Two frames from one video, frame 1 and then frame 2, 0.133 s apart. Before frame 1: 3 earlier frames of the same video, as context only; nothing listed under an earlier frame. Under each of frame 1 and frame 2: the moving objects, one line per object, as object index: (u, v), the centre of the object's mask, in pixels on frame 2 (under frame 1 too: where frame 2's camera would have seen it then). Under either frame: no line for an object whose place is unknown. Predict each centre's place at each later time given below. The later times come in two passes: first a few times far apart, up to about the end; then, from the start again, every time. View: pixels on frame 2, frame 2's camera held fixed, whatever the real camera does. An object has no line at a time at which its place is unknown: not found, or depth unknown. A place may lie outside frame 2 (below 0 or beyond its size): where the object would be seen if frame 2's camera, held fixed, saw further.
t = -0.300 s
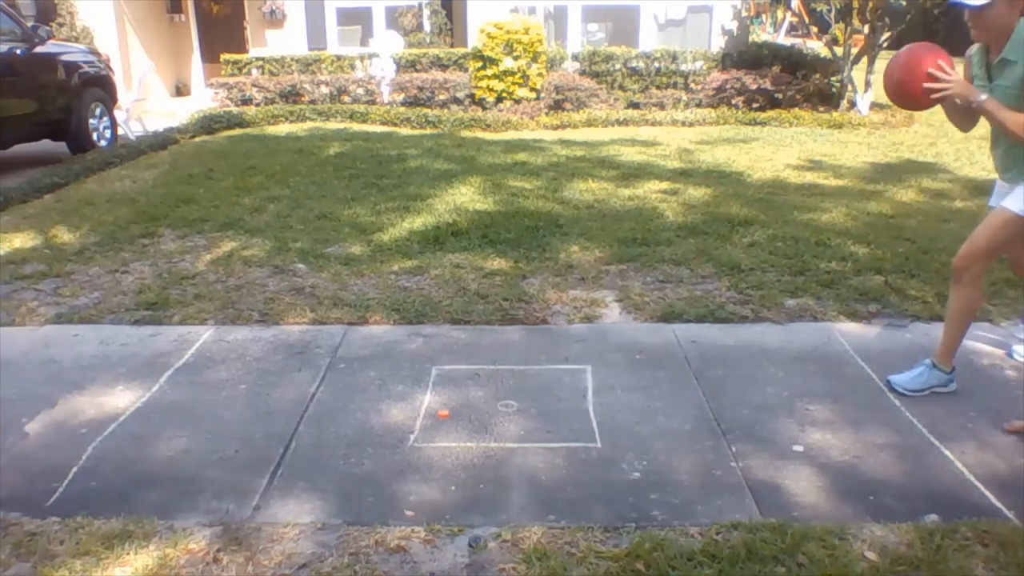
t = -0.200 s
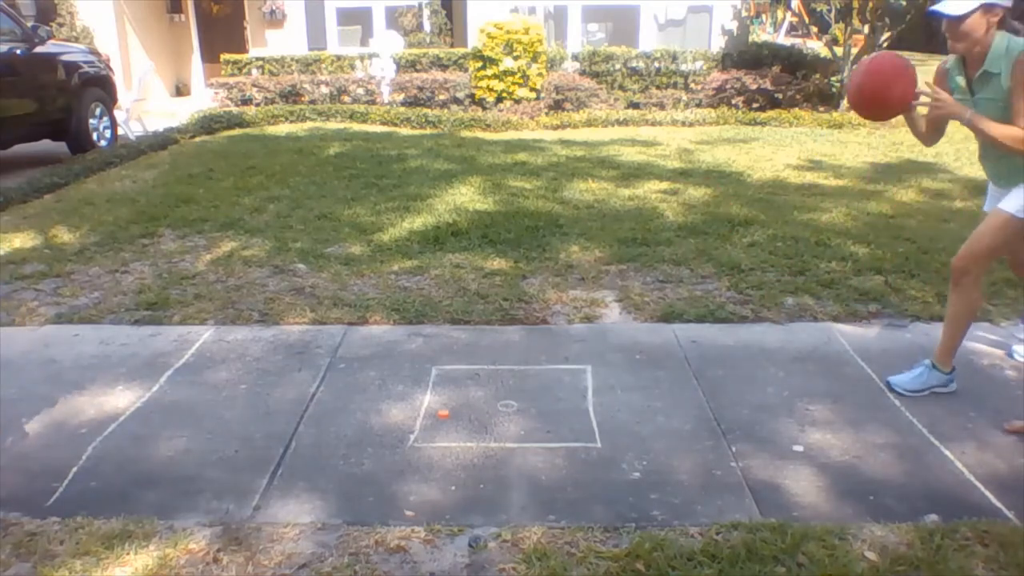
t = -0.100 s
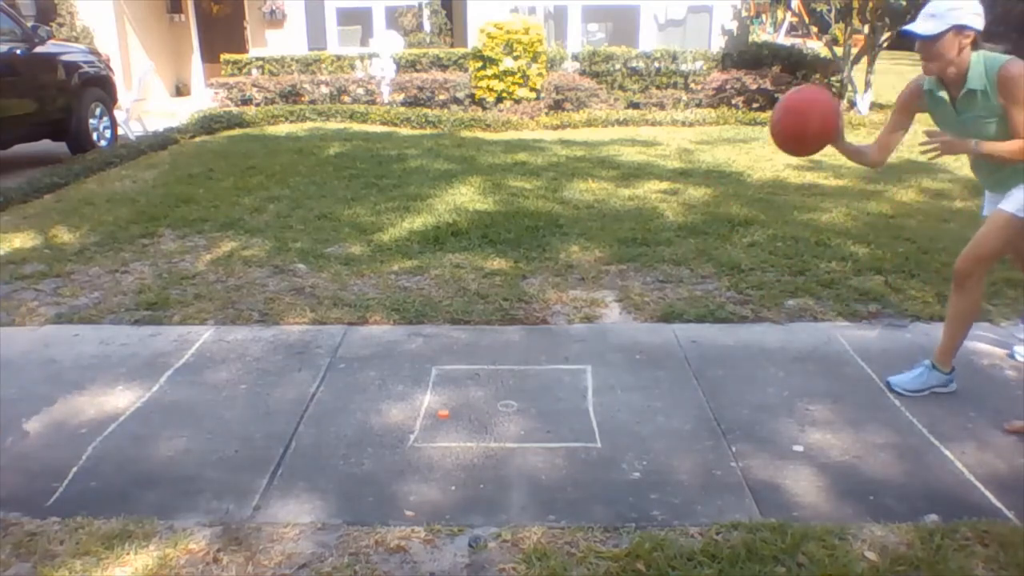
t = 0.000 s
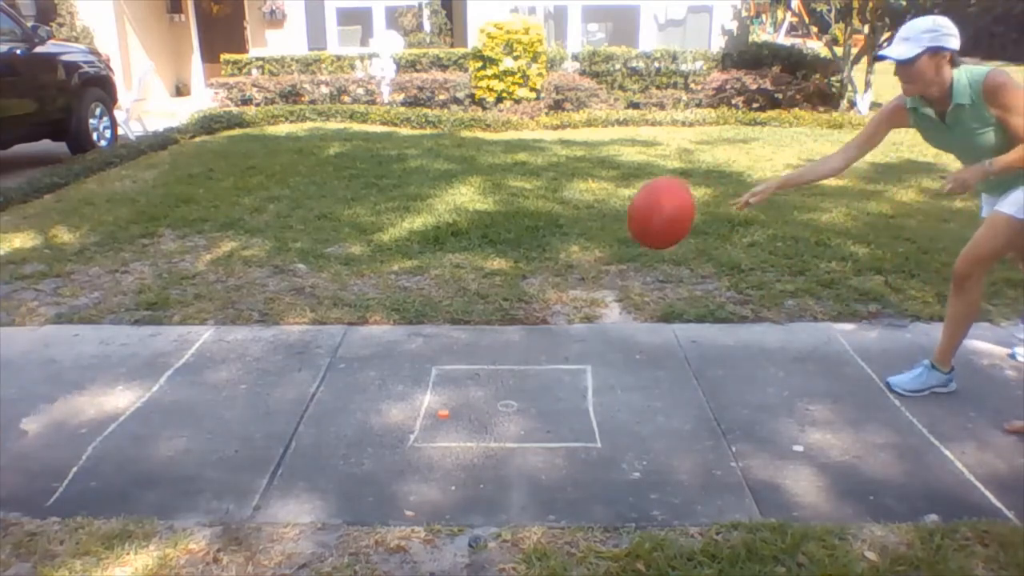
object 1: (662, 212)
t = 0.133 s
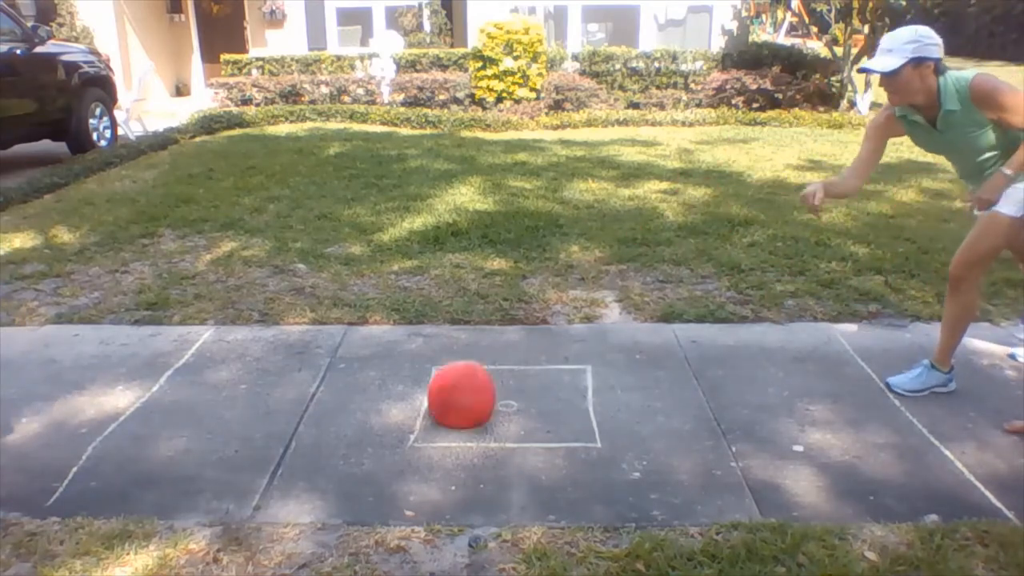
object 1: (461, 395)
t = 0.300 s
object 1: (329, 267)
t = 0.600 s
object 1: (77, 158)
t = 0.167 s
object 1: (437, 376)
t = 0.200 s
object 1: (411, 346)
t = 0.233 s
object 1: (384, 318)
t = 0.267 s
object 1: (357, 291)
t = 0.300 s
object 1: (329, 267)
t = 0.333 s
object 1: (302, 244)
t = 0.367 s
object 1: (274, 224)
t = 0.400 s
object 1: (246, 206)
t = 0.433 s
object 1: (218, 191)
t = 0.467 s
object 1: (190, 179)
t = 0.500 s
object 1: (162, 169)
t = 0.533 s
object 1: (133, 163)
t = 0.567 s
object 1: (105, 158)
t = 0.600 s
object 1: (77, 158)
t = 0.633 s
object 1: (49, 161)
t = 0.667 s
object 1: (30, 167)
